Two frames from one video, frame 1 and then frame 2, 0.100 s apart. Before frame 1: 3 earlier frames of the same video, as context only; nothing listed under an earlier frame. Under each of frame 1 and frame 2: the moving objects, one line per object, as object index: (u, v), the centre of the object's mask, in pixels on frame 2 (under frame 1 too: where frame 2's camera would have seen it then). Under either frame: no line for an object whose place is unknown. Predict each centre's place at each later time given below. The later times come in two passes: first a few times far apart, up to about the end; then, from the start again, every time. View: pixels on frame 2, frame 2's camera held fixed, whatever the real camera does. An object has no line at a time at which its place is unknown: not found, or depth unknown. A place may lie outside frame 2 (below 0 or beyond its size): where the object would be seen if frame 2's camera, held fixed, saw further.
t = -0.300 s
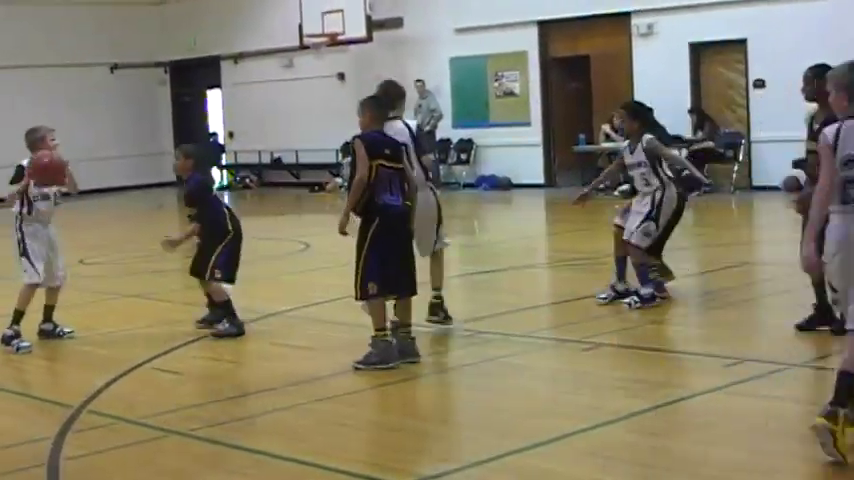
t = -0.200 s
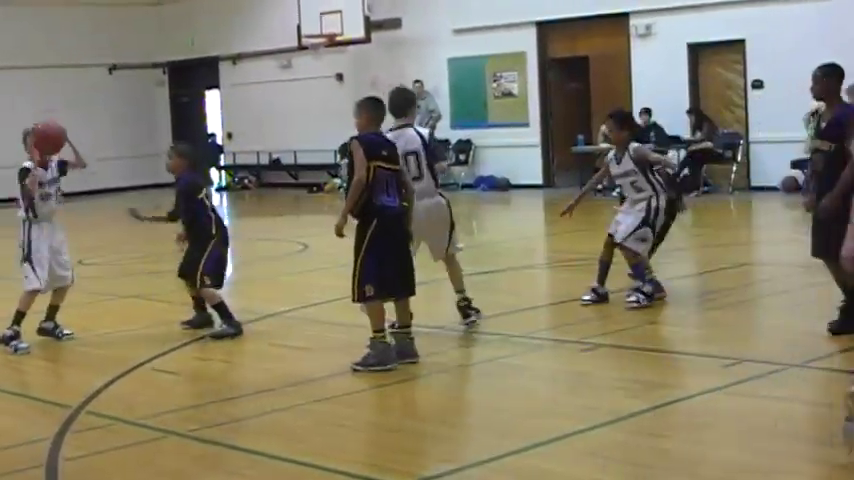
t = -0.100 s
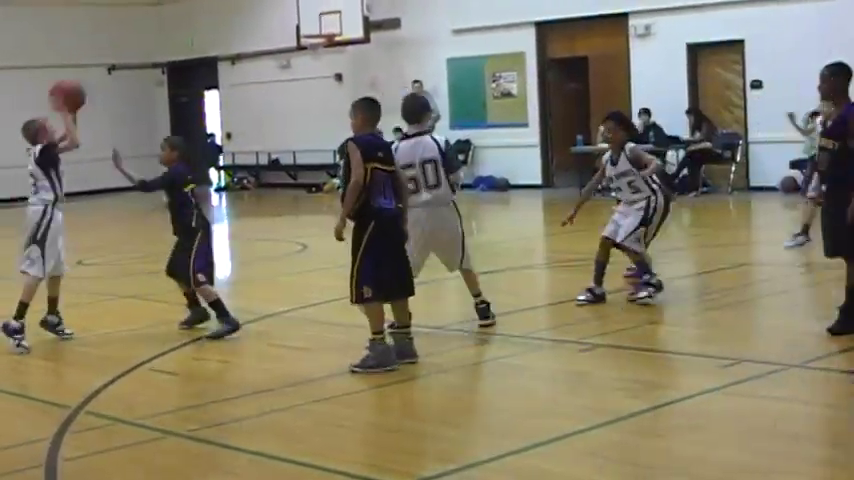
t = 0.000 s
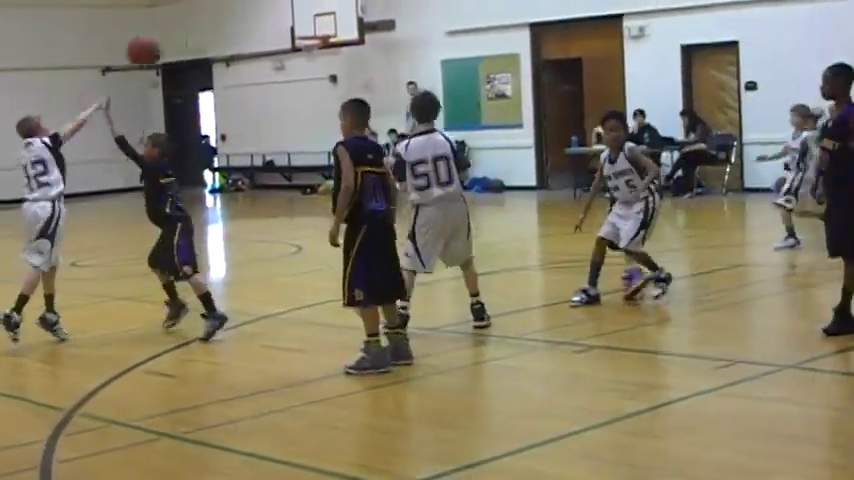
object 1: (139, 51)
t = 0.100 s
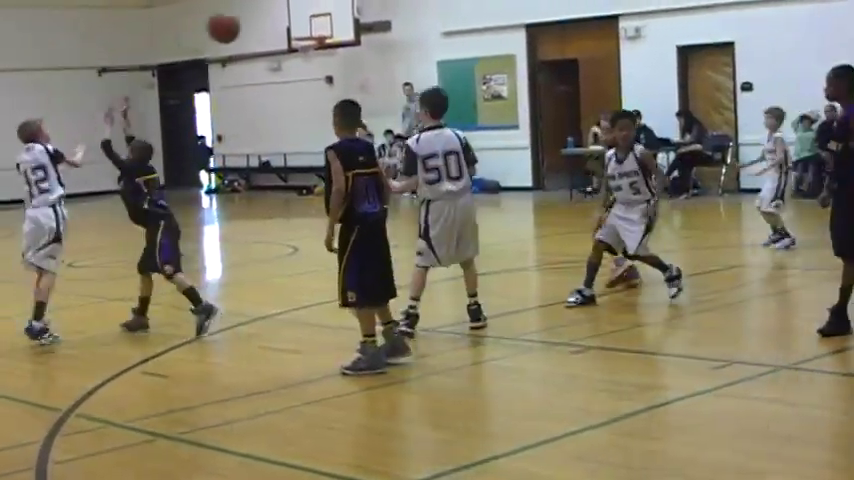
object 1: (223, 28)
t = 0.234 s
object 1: (324, 18)
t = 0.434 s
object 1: (453, 46)
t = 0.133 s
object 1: (249, 22)
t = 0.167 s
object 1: (275, 19)
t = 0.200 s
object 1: (300, 18)
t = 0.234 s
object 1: (324, 18)
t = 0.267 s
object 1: (348, 19)
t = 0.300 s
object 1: (372, 23)
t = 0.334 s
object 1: (391, 27)
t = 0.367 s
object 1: (412, 31)
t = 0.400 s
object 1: (433, 38)
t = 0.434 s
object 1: (453, 46)
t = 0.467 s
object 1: (473, 54)
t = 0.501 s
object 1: (491, 63)
